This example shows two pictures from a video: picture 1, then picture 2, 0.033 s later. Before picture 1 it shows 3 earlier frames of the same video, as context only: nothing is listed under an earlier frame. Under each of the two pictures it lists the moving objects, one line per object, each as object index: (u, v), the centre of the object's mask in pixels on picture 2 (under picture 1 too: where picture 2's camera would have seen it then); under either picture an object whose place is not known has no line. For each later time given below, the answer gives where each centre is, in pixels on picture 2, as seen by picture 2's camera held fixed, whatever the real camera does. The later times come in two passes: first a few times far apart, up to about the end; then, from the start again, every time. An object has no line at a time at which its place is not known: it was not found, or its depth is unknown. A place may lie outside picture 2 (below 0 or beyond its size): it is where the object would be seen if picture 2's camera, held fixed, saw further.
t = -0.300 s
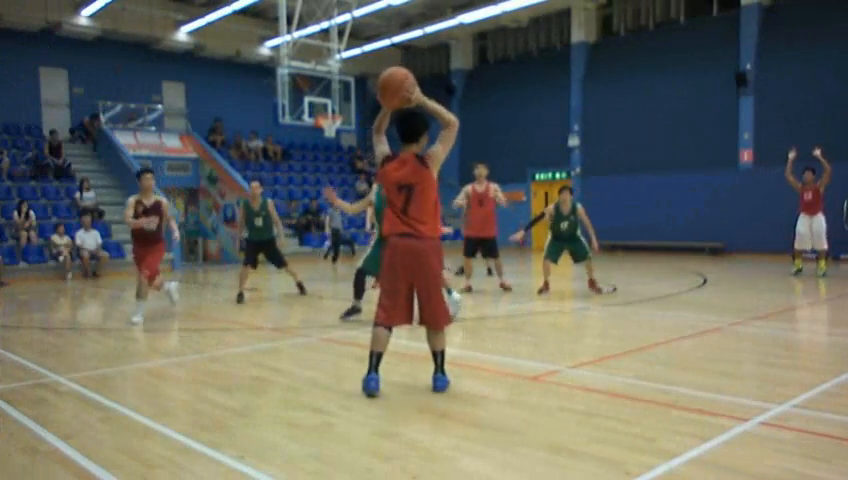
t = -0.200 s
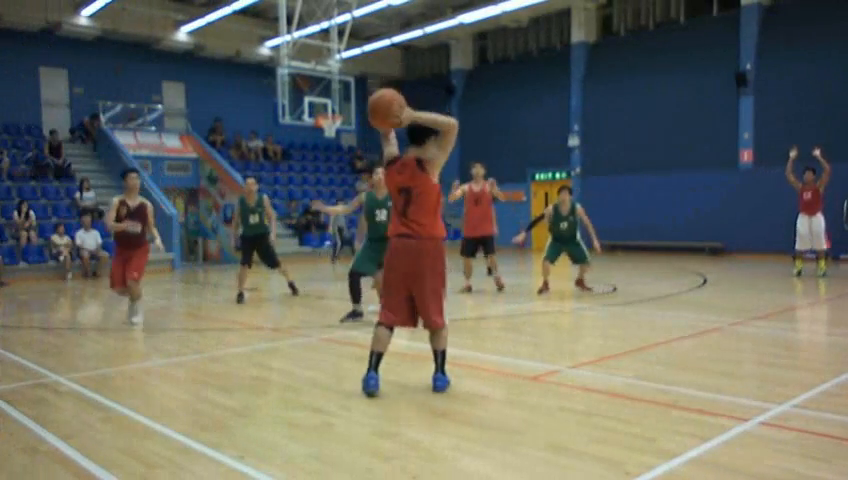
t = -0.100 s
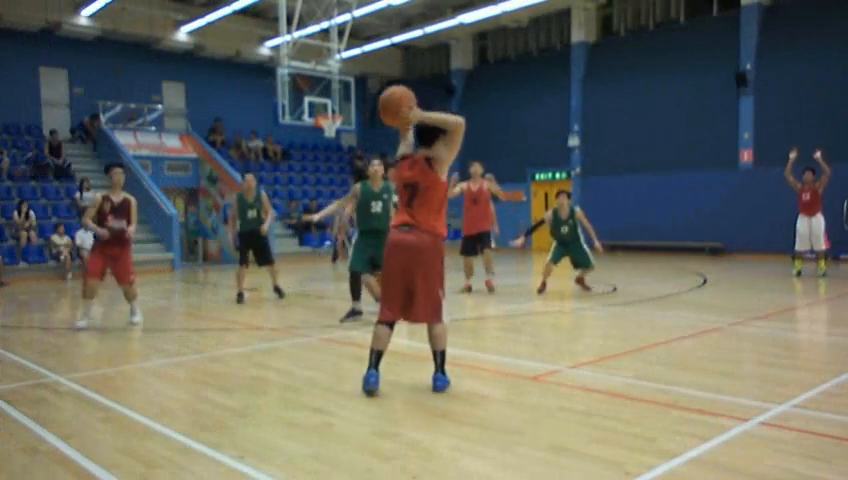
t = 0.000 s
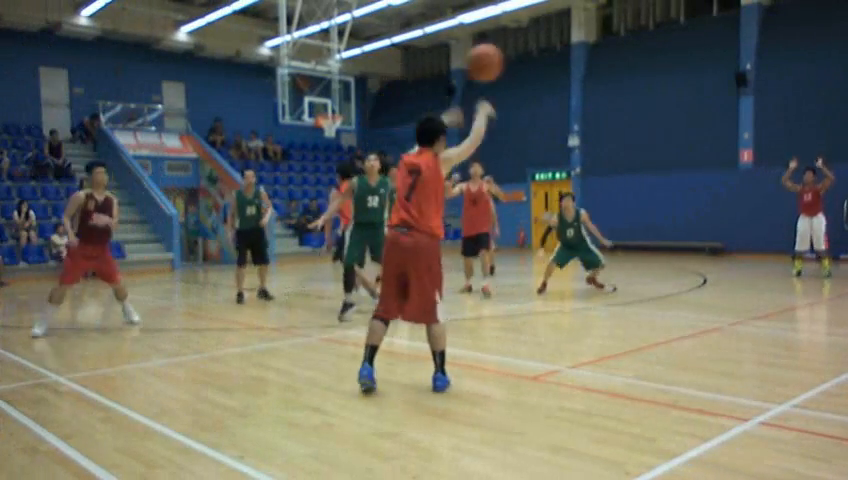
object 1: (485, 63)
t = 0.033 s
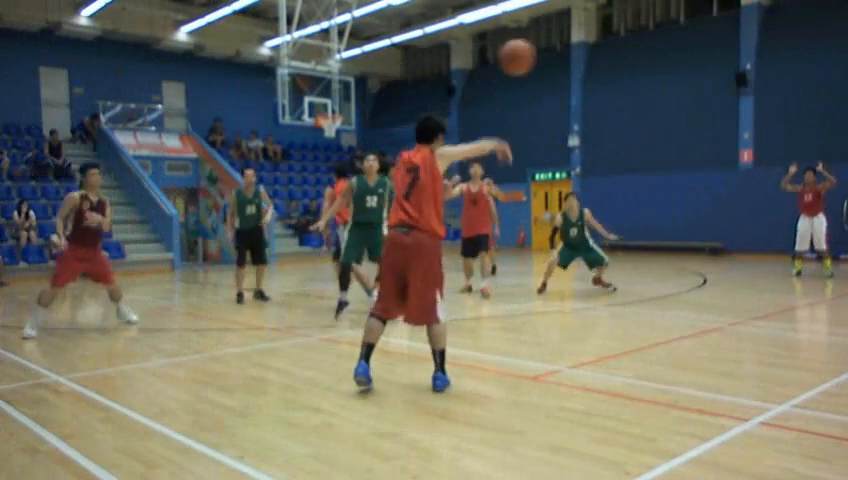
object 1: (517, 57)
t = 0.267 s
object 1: (674, 56)
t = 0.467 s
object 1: (752, 88)
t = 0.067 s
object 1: (546, 53)
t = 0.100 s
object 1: (573, 50)
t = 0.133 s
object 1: (597, 50)
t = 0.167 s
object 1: (619, 49)
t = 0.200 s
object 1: (638, 51)
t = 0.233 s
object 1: (657, 53)
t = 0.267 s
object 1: (674, 56)
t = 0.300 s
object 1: (689, 60)
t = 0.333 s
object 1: (704, 64)
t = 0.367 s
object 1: (717, 70)
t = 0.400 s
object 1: (730, 76)
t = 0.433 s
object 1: (741, 82)
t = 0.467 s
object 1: (752, 88)
